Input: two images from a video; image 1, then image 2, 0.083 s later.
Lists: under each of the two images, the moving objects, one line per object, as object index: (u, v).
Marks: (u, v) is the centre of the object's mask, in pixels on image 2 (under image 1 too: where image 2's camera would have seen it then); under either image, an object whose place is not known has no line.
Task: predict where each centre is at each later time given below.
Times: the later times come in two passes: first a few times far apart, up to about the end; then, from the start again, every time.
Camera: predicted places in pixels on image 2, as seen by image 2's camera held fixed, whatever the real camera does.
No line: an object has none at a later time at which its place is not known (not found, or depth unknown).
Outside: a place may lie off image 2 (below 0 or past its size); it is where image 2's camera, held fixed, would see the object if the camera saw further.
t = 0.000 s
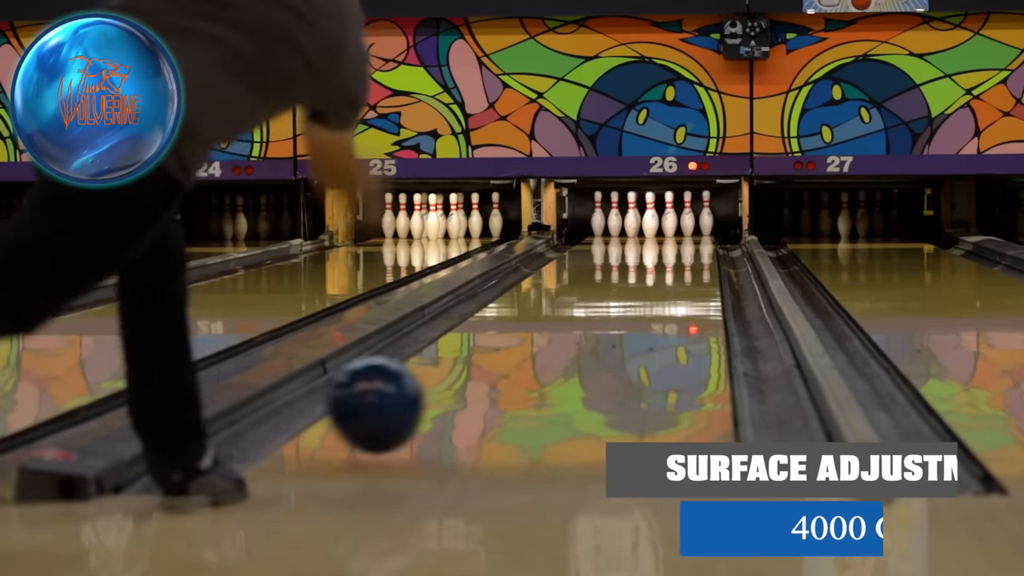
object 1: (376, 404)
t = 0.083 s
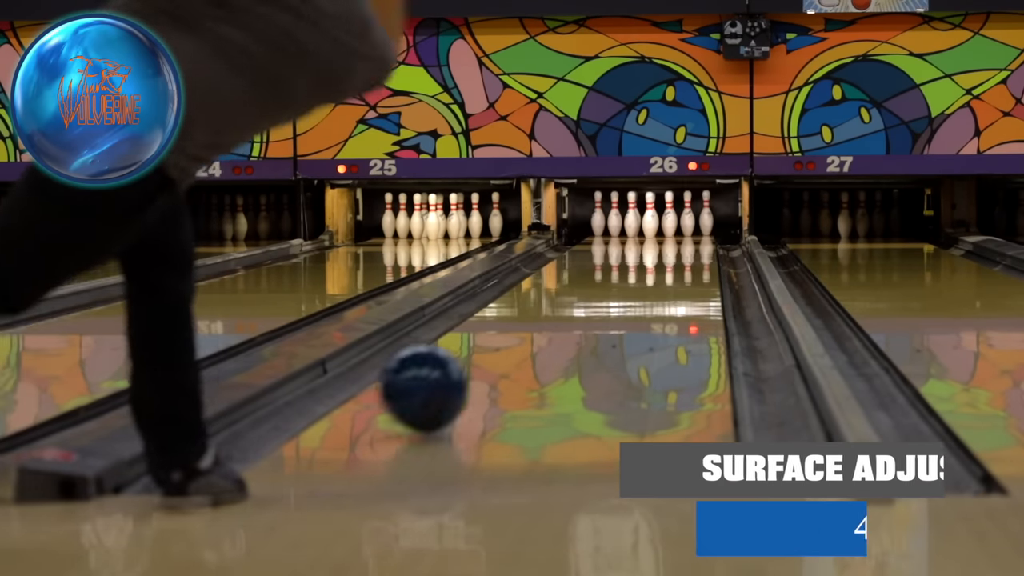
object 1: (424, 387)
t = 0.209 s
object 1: (481, 364)
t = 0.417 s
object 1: (548, 329)
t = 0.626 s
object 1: (595, 304)
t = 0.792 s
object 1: (622, 289)
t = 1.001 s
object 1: (648, 274)
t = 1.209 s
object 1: (668, 262)
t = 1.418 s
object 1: (682, 252)
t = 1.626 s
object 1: (691, 244)
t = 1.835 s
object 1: (694, 238)
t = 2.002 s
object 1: (690, 233)
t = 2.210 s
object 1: (678, 229)
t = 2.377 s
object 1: (668, 225)
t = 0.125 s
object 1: (445, 382)
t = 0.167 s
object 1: (463, 372)
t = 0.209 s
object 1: (481, 364)
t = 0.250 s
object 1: (497, 355)
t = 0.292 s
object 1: (511, 348)
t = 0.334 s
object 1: (525, 341)
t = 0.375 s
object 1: (537, 335)
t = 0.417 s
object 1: (548, 329)
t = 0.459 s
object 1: (559, 323)
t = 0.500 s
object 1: (569, 318)
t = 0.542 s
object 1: (578, 313)
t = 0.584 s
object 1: (587, 308)
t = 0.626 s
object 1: (595, 304)
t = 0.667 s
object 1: (602, 300)
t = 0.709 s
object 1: (609, 296)
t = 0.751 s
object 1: (616, 292)
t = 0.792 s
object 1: (622, 289)
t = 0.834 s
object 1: (628, 285)
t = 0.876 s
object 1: (634, 282)
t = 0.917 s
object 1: (639, 279)
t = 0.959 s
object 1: (644, 277)
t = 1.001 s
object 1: (648, 274)
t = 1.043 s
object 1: (653, 271)
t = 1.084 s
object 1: (657, 268)
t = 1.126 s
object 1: (661, 266)
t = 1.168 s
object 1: (665, 264)
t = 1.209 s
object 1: (668, 262)
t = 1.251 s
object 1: (671, 259)
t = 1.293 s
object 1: (674, 257)
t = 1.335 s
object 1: (677, 256)
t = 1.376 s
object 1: (680, 254)
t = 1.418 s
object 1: (682, 252)
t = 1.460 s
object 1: (684, 250)
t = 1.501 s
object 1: (687, 249)
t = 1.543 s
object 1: (688, 247)
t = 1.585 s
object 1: (690, 245)
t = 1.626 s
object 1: (691, 244)
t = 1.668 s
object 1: (693, 243)
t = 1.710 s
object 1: (694, 242)
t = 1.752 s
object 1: (694, 240)
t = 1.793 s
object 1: (694, 239)
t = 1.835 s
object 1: (694, 238)
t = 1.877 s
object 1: (693, 237)
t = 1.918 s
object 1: (693, 235)
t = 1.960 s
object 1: (691, 234)
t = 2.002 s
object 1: (690, 233)
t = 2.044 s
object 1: (688, 232)
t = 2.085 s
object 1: (686, 231)
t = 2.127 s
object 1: (684, 230)
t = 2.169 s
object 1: (681, 229)
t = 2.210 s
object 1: (678, 229)
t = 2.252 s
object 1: (675, 228)
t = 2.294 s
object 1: (672, 227)
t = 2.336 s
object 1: (670, 226)
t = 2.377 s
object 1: (668, 225)
